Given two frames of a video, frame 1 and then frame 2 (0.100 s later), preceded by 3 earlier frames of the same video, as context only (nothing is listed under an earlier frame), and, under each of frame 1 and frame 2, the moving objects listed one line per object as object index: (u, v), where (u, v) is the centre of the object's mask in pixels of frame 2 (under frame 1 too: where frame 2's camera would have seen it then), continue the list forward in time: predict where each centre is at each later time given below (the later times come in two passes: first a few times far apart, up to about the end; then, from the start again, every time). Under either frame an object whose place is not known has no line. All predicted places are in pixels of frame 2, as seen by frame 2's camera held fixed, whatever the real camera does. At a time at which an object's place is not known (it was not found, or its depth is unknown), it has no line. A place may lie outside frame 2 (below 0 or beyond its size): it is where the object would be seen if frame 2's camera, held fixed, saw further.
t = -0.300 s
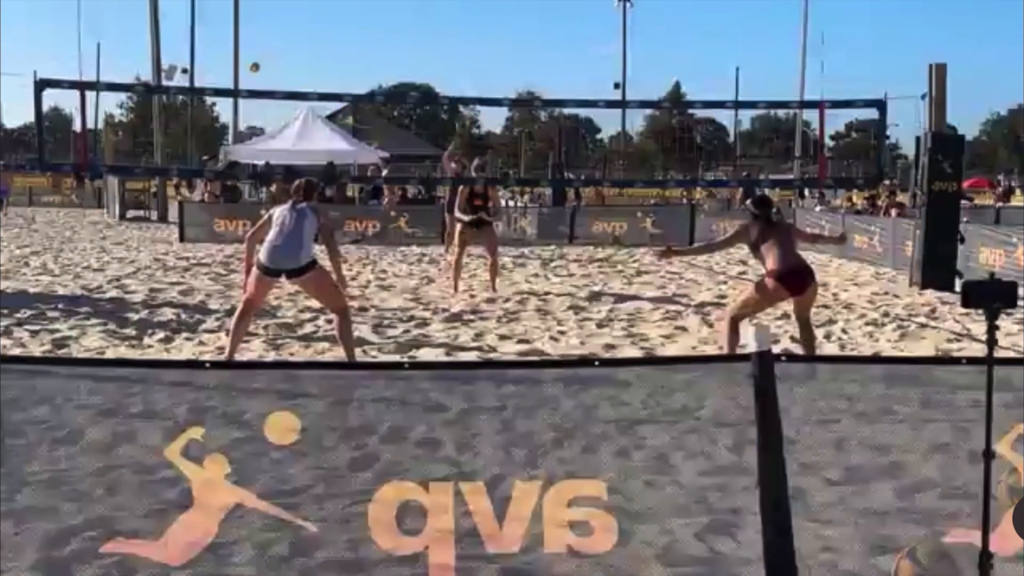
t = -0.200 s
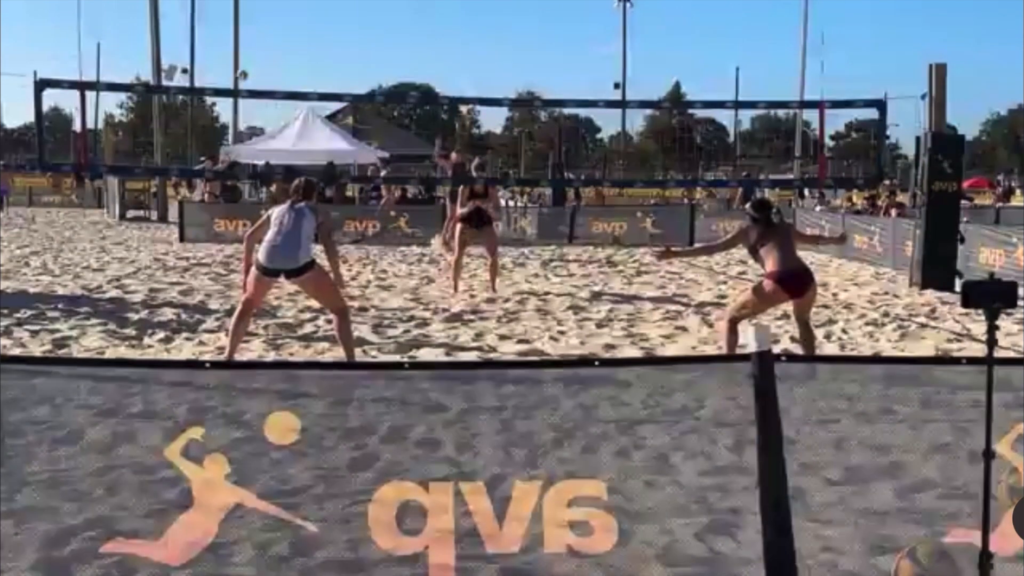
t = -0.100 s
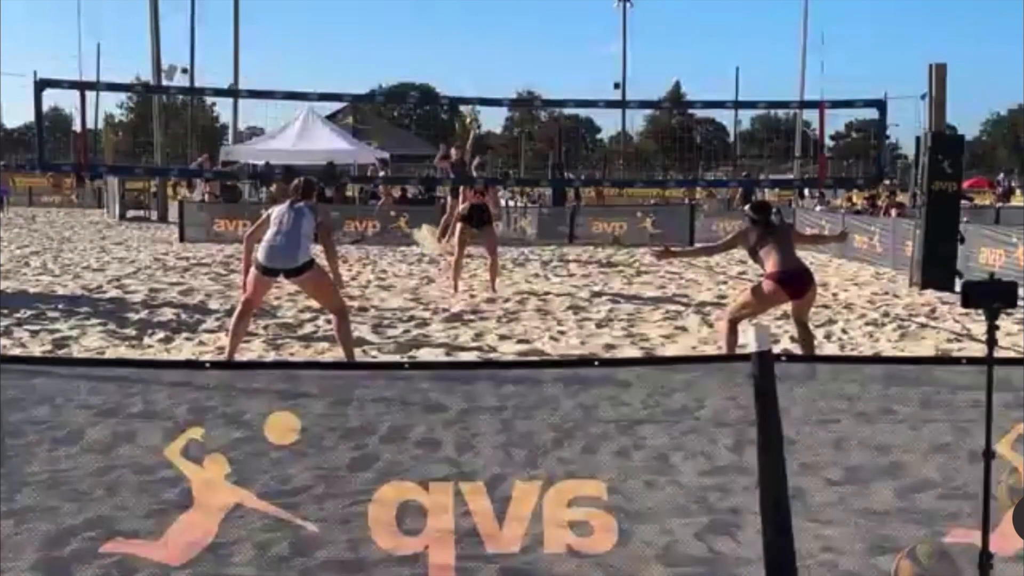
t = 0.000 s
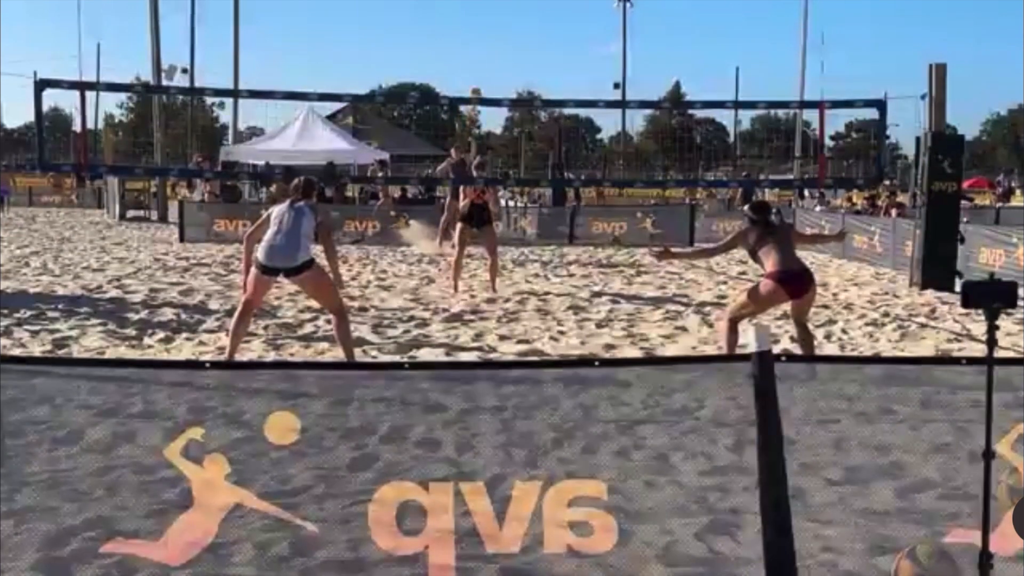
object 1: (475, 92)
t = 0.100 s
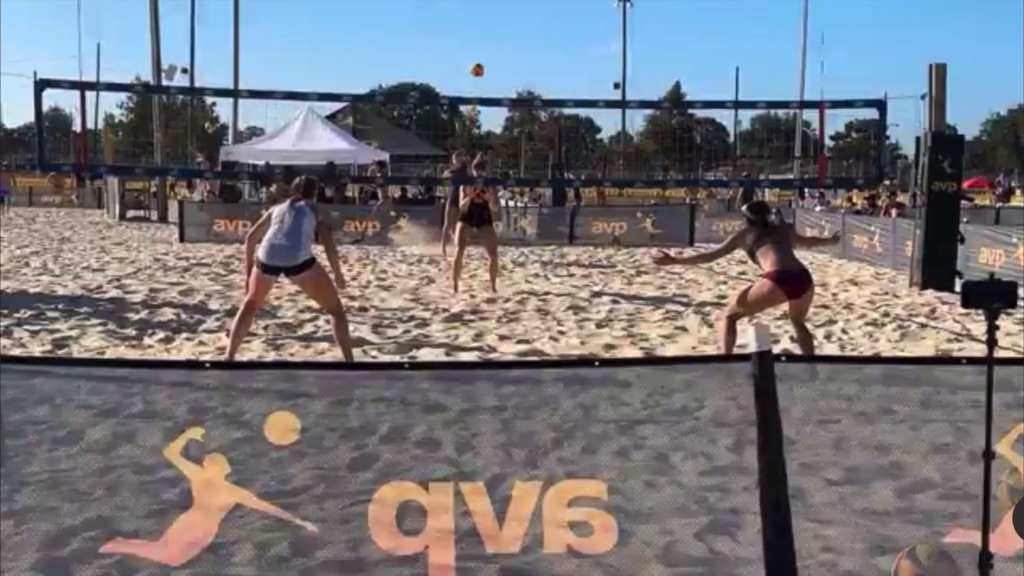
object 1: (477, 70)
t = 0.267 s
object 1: (480, 41)
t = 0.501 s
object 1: (479, 34)
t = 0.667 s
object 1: (474, 63)
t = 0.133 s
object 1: (478, 64)
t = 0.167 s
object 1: (478, 57)
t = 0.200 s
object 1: (479, 51)
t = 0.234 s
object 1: (479, 46)
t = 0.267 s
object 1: (480, 41)
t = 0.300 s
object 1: (480, 38)
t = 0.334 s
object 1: (480, 35)
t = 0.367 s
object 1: (480, 33)
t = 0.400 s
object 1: (480, 32)
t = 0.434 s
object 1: (480, 31)
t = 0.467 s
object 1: (479, 32)
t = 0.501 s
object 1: (479, 34)
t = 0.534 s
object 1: (478, 37)
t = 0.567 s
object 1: (476, 41)
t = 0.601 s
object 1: (476, 47)
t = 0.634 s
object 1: (475, 54)
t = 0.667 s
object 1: (474, 63)
